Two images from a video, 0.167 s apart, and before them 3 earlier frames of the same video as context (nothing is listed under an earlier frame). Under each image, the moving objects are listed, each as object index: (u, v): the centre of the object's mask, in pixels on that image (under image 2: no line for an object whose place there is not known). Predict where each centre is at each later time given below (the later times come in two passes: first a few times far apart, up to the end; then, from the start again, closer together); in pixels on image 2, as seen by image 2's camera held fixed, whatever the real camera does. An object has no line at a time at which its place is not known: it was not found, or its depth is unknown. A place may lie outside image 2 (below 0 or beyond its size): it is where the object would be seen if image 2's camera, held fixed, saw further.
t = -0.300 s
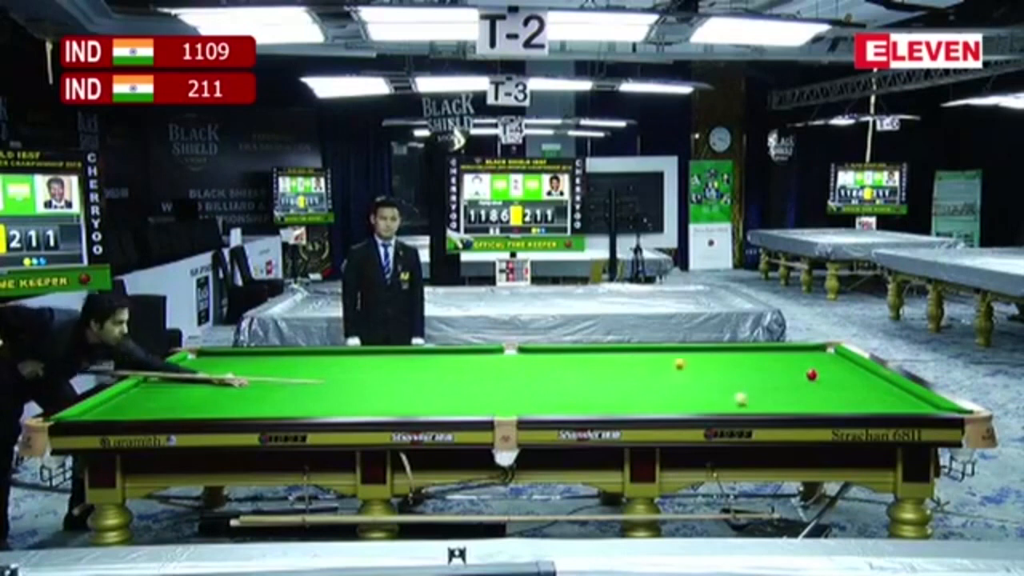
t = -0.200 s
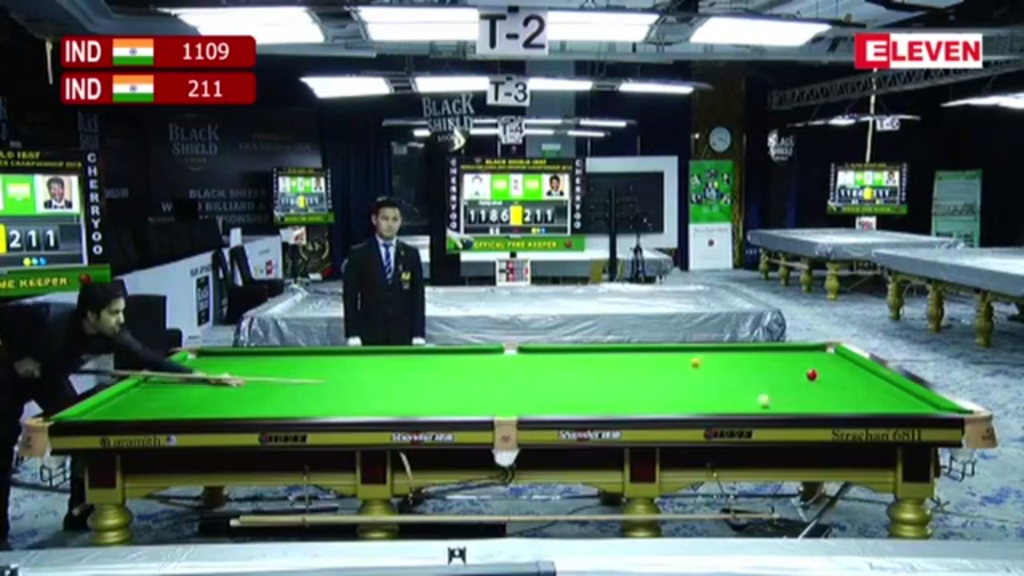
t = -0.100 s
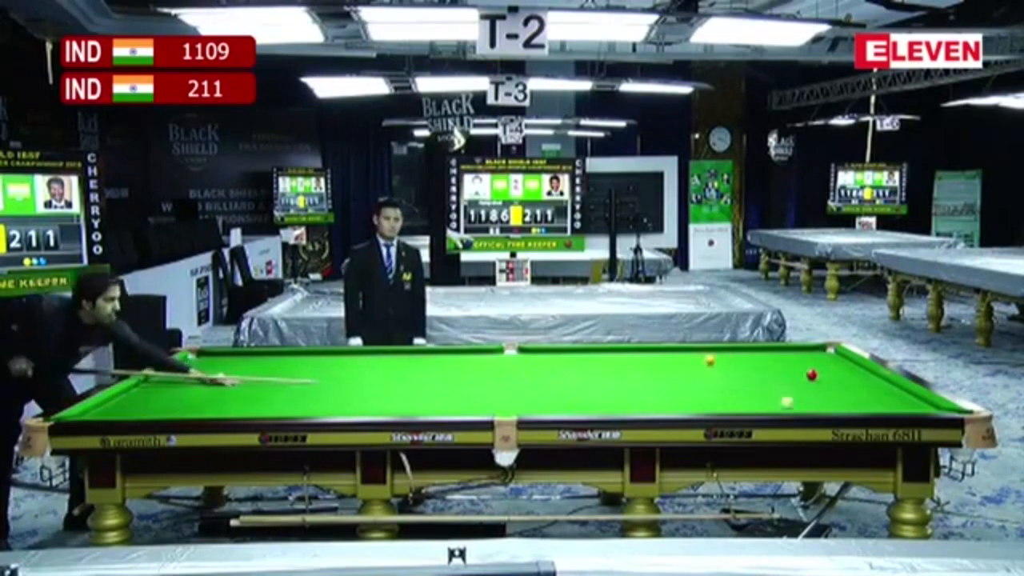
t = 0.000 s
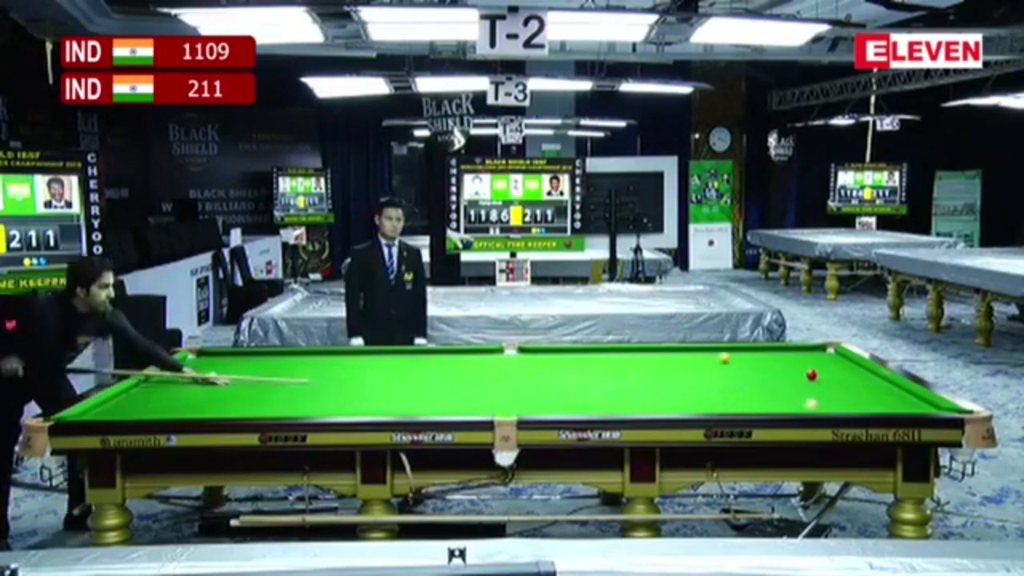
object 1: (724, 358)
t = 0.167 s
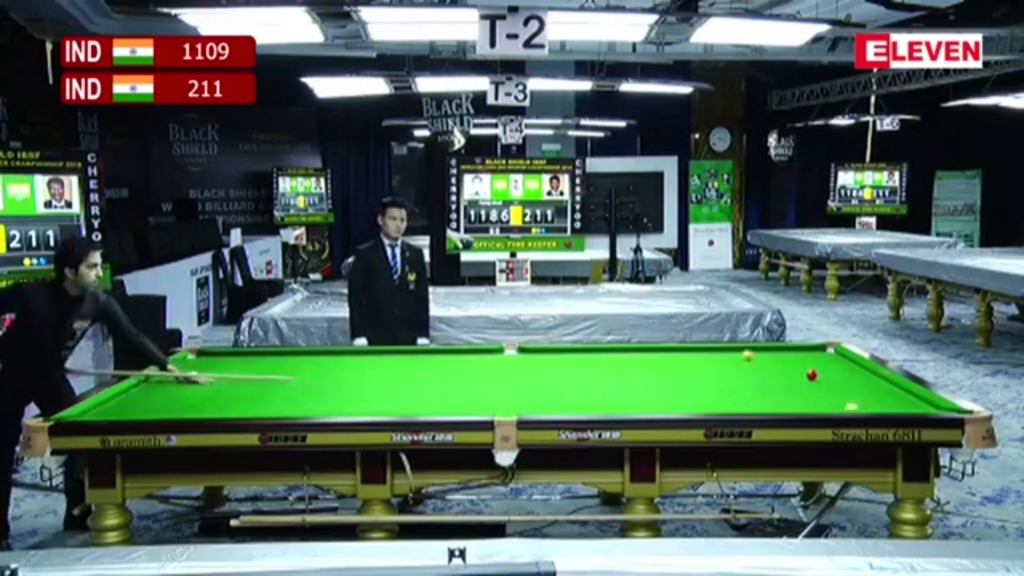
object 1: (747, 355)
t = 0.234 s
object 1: (756, 353)
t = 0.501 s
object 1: (791, 349)
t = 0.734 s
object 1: (819, 347)
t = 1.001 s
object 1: (811, 348)
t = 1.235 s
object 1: (792, 348)
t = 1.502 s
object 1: (772, 348)
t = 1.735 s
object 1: (755, 348)
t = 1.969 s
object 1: (740, 348)
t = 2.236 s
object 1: (724, 348)
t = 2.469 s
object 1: (710, 349)
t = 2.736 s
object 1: (697, 349)
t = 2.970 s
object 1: (686, 349)
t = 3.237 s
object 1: (675, 349)
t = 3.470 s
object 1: (666, 349)
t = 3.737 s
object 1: (656, 349)
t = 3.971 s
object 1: (649, 349)
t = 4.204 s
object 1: (643, 349)
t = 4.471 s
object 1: (638, 350)
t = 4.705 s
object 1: (634, 350)
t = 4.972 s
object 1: (630, 350)
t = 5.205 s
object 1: (628, 350)
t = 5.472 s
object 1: (627, 350)
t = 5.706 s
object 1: (627, 350)
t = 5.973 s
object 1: (628, 350)
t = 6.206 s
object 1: (628, 350)
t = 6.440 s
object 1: (628, 350)
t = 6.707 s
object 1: (628, 350)
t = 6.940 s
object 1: (628, 350)
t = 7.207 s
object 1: (628, 350)
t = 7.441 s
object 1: (628, 350)
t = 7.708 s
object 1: (628, 350)
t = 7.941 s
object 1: (628, 350)
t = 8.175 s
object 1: (628, 350)
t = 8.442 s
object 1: (628, 350)
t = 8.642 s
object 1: (628, 350)
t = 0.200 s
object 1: (751, 355)
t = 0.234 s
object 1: (756, 353)
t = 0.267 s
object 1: (761, 353)
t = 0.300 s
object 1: (765, 352)
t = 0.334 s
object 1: (769, 352)
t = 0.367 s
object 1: (774, 351)
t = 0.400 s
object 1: (778, 350)
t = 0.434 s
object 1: (782, 350)
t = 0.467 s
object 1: (787, 350)
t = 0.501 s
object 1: (791, 349)
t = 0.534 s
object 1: (795, 349)
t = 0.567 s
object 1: (799, 348)
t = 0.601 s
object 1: (804, 347)
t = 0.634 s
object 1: (808, 347)
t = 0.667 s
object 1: (811, 347)
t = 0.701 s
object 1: (814, 347)
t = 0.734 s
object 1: (819, 347)
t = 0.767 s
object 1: (824, 347)
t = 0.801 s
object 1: (827, 347)
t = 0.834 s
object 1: (824, 348)
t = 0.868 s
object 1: (821, 348)
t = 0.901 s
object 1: (819, 348)
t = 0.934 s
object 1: (816, 348)
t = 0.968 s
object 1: (813, 348)
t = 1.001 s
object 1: (811, 348)
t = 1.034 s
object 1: (808, 348)
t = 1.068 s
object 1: (805, 348)
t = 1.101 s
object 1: (802, 348)
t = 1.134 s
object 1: (799, 348)
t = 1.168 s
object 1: (797, 348)
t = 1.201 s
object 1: (795, 348)
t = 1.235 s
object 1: (792, 348)
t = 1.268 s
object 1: (789, 348)
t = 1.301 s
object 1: (786, 348)
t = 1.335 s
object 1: (784, 348)
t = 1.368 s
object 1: (781, 348)
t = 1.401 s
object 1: (780, 348)
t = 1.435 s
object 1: (776, 348)
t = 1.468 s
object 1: (774, 348)
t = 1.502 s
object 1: (772, 348)
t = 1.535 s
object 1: (769, 348)
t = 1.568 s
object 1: (767, 348)
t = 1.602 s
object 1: (765, 348)
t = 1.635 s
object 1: (763, 348)
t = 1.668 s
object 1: (760, 349)
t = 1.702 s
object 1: (757, 348)
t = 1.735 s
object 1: (755, 348)
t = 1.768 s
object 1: (753, 348)
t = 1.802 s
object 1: (751, 349)
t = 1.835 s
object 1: (749, 348)
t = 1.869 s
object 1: (747, 348)
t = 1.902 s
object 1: (745, 348)
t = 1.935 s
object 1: (742, 348)
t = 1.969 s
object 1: (740, 348)
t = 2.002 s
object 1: (738, 348)
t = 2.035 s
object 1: (736, 349)
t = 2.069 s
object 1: (734, 348)
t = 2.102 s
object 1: (732, 348)
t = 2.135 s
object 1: (730, 348)
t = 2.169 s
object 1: (728, 348)
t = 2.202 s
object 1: (726, 349)
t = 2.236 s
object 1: (724, 348)
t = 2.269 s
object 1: (722, 348)
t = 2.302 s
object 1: (720, 349)
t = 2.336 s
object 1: (718, 349)
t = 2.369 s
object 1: (717, 349)
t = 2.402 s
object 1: (714, 348)
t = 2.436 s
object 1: (713, 348)
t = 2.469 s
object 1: (710, 349)
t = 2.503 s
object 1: (709, 348)
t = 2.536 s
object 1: (707, 348)
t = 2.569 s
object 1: (705, 348)
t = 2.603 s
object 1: (704, 348)
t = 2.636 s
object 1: (702, 349)
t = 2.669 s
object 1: (700, 348)
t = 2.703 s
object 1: (698, 349)
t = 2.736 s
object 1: (697, 349)
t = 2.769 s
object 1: (695, 348)
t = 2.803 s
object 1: (694, 349)
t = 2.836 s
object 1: (692, 349)
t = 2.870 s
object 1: (691, 349)
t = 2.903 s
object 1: (689, 349)
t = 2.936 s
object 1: (687, 349)
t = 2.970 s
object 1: (686, 349)
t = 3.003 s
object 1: (685, 349)
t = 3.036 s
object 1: (683, 349)
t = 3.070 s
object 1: (682, 349)
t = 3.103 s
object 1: (680, 349)
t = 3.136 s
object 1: (679, 349)
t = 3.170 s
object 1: (677, 349)
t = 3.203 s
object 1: (676, 349)
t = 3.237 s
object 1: (675, 349)
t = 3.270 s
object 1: (673, 349)
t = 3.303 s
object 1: (672, 349)
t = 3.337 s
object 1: (671, 349)
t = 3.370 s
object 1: (670, 349)
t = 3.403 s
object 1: (668, 349)
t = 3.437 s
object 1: (667, 349)
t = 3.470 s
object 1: (666, 349)
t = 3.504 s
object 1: (664, 349)
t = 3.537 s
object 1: (664, 349)
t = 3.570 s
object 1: (662, 349)
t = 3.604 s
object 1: (661, 349)
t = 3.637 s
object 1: (660, 349)
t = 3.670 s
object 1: (659, 349)
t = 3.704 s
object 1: (658, 349)
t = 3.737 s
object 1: (656, 349)
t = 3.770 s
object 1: (655, 349)
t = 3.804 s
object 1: (655, 349)
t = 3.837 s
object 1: (654, 349)
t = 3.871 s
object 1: (653, 349)
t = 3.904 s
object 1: (651, 349)
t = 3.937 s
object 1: (650, 349)
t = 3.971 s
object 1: (649, 349)
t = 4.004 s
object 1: (648, 349)
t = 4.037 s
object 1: (648, 349)
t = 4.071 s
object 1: (647, 349)
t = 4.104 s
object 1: (646, 349)
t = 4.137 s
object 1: (645, 349)
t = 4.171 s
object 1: (644, 349)
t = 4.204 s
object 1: (643, 349)
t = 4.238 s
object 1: (643, 349)
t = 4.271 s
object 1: (642, 349)
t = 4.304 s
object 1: (641, 349)
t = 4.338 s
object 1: (640, 350)
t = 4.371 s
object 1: (640, 350)
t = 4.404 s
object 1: (639, 350)
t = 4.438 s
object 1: (638, 350)
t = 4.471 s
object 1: (638, 350)
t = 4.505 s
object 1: (637, 349)
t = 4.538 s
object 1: (637, 349)
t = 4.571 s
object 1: (636, 350)
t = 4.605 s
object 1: (635, 350)
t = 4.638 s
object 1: (635, 350)
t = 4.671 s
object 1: (635, 350)
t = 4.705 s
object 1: (634, 350)
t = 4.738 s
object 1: (633, 350)
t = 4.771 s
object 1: (633, 350)
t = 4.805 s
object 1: (632, 350)
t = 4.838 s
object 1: (632, 350)
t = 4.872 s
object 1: (631, 350)
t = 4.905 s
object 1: (631, 350)
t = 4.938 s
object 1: (631, 350)
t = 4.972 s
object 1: (630, 350)
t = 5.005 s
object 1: (630, 350)
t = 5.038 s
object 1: (630, 350)
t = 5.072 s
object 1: (630, 349)
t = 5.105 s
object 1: (629, 350)
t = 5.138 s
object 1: (629, 350)
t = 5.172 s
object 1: (628, 350)
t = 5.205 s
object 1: (628, 350)
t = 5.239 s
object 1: (628, 350)
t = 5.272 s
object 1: (628, 350)
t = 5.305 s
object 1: (628, 350)
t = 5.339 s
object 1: (628, 350)
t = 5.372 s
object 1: (628, 350)
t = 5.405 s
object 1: (628, 350)
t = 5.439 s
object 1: (628, 350)
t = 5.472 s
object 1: (627, 350)
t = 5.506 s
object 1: (627, 350)
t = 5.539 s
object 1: (627, 350)
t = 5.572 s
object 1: (627, 350)
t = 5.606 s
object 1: (627, 350)
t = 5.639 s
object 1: (627, 350)
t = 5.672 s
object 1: (627, 350)
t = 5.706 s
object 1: (627, 350)
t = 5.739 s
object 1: (627, 350)
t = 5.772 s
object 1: (627, 350)
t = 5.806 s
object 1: (627, 350)
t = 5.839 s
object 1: (627, 350)
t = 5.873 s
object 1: (628, 350)
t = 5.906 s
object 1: (628, 350)
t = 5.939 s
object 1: (628, 350)
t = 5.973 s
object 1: (628, 350)
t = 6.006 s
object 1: (628, 350)
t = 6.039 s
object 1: (628, 350)
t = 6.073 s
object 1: (628, 350)
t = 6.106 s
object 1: (628, 350)
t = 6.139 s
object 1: (628, 350)
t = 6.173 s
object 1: (628, 350)
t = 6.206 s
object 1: (628, 350)
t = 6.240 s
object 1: (628, 350)
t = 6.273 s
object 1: (628, 350)
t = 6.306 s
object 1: (628, 350)
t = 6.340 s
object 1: (628, 350)
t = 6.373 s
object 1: (628, 350)
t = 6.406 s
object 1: (628, 350)
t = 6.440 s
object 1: (628, 350)
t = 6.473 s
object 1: (628, 350)
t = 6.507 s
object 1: (628, 350)
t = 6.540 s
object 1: (628, 350)
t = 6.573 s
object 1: (628, 350)
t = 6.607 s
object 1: (628, 350)
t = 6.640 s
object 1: (628, 350)
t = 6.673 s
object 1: (628, 350)
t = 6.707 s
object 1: (628, 350)
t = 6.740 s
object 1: (628, 350)
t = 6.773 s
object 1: (628, 350)
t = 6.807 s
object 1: (628, 350)
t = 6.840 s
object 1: (628, 350)
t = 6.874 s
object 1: (628, 350)
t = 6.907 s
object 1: (628, 350)
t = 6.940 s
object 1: (628, 350)
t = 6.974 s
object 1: (628, 350)
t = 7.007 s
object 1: (628, 350)
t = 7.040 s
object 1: (628, 350)
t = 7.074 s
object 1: (628, 350)
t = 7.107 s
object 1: (628, 350)
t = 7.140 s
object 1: (628, 350)
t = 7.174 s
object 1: (628, 350)
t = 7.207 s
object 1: (628, 350)
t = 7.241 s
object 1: (628, 350)
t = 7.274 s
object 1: (628, 350)
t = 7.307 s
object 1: (628, 350)
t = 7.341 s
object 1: (628, 350)
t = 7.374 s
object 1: (628, 350)
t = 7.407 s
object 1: (628, 350)
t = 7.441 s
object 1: (628, 350)
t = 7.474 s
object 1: (628, 350)
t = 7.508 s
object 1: (628, 350)
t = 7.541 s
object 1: (628, 350)
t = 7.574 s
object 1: (628, 350)
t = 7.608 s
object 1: (628, 350)
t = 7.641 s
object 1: (628, 350)
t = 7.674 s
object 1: (628, 350)
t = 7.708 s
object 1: (628, 350)
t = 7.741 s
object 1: (628, 350)
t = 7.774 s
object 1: (628, 350)
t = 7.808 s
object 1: (628, 350)
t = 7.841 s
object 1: (628, 350)
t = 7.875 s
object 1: (628, 350)
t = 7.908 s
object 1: (628, 350)
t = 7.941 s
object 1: (628, 350)
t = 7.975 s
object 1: (628, 350)
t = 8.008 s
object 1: (628, 350)
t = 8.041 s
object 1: (628, 350)
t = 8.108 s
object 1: (628, 350)
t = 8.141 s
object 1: (628, 350)
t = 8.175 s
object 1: (628, 350)
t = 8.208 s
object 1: (628, 350)
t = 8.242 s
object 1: (628, 350)
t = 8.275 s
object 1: (628, 350)
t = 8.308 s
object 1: (628, 350)
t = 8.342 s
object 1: (628, 350)
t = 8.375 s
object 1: (628, 350)
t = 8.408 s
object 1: (628, 350)
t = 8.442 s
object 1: (628, 350)
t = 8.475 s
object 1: (628, 350)
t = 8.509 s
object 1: (628, 350)
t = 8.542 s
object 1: (628, 350)
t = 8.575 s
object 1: (628, 350)
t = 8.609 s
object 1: (628, 350)
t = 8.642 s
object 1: (628, 350)
